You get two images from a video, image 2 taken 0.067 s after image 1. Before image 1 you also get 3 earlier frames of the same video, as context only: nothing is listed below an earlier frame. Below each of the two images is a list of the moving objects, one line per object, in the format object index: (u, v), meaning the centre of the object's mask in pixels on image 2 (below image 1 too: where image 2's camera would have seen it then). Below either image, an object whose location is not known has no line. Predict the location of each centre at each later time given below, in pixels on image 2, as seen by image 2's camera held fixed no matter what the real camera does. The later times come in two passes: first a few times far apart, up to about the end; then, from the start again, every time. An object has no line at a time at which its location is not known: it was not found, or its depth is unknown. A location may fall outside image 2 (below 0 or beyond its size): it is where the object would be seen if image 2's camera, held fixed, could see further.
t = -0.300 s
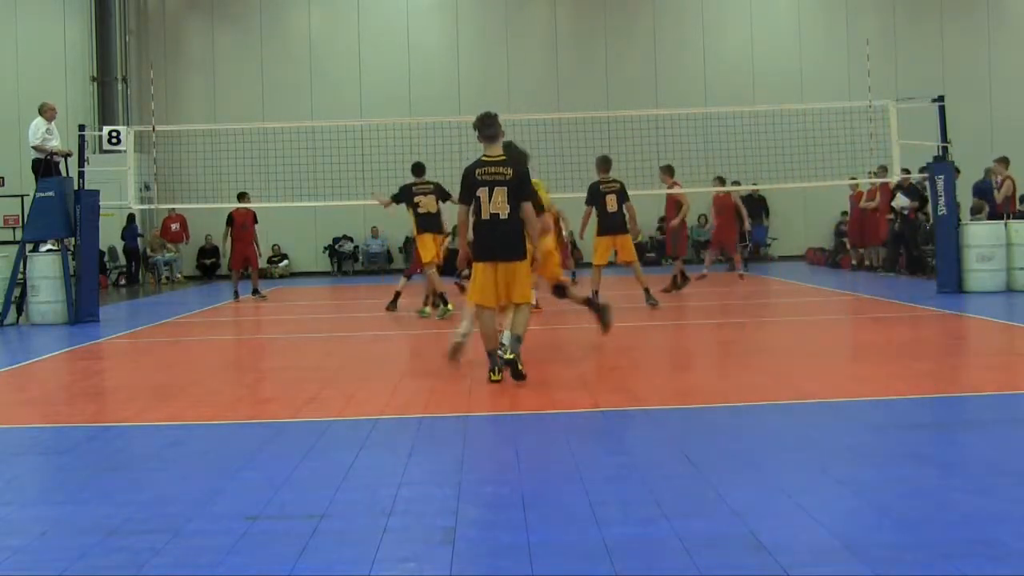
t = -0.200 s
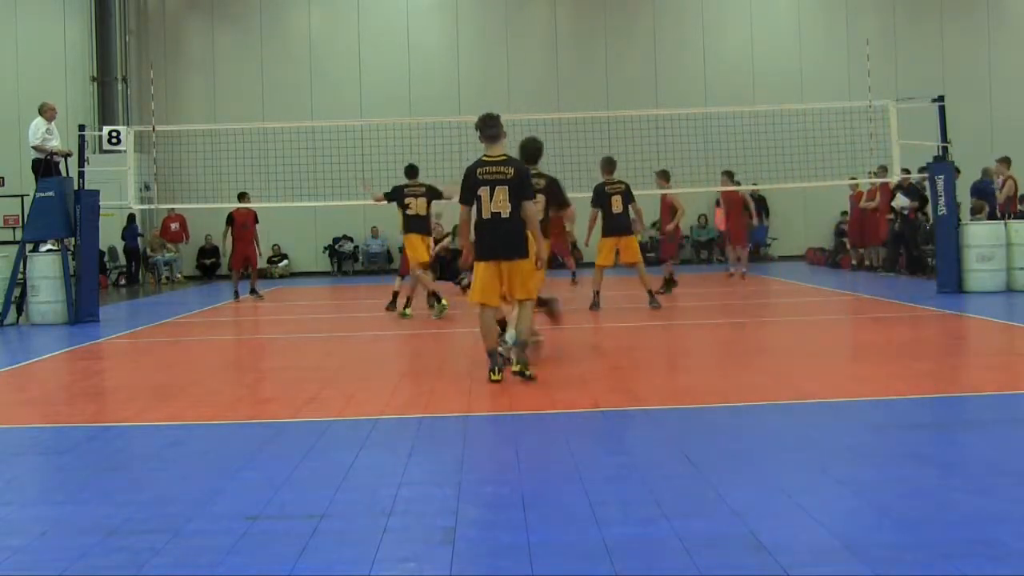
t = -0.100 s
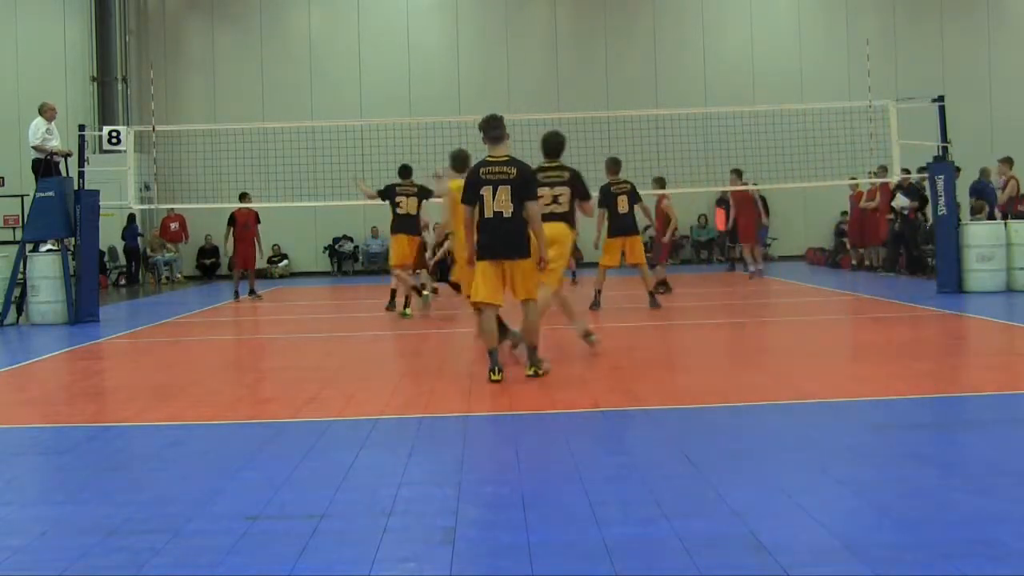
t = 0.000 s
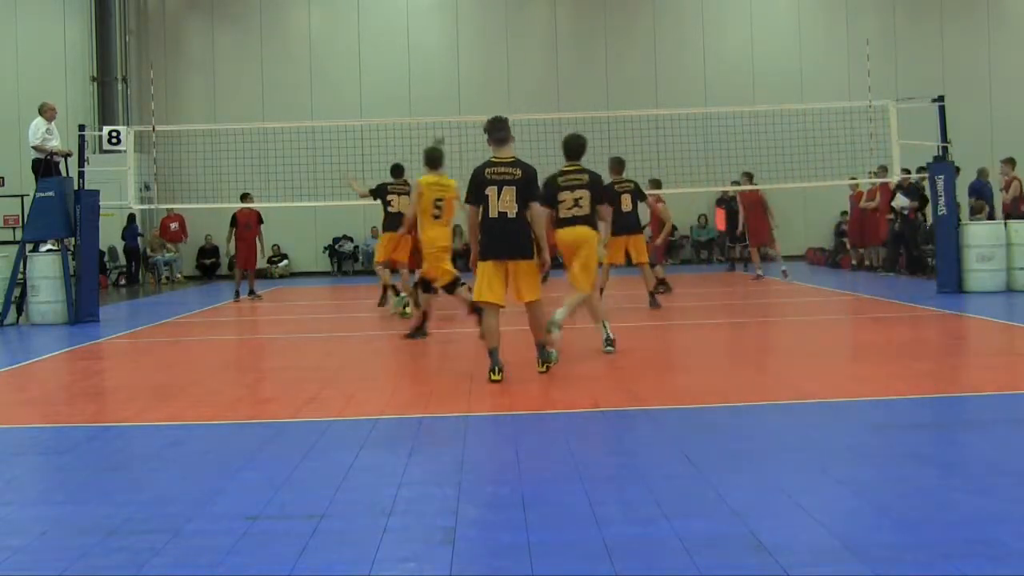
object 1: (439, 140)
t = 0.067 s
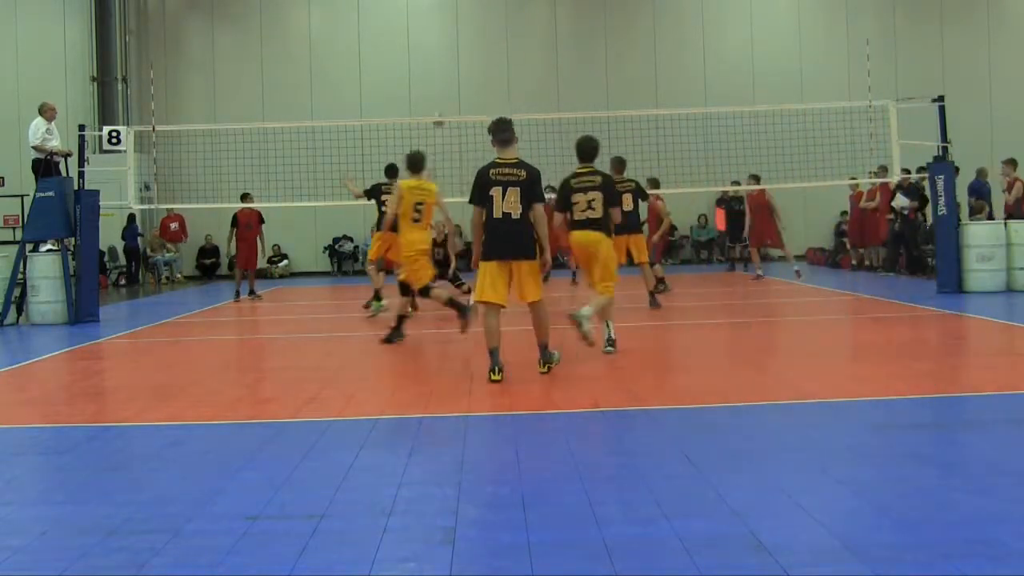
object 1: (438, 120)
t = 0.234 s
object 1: (440, 83)
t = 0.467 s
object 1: (444, 61)
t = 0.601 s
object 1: (447, 64)
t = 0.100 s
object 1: (440, 111)
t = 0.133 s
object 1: (440, 103)
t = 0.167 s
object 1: (440, 96)
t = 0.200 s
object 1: (440, 89)
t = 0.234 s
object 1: (440, 83)
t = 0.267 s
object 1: (441, 78)
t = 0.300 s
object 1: (441, 72)
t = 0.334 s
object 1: (442, 69)
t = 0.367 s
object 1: (443, 66)
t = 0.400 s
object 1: (443, 63)
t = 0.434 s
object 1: (443, 61)
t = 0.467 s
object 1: (444, 61)
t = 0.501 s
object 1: (444, 61)
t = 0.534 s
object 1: (445, 61)
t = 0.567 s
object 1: (446, 62)
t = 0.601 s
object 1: (447, 64)
